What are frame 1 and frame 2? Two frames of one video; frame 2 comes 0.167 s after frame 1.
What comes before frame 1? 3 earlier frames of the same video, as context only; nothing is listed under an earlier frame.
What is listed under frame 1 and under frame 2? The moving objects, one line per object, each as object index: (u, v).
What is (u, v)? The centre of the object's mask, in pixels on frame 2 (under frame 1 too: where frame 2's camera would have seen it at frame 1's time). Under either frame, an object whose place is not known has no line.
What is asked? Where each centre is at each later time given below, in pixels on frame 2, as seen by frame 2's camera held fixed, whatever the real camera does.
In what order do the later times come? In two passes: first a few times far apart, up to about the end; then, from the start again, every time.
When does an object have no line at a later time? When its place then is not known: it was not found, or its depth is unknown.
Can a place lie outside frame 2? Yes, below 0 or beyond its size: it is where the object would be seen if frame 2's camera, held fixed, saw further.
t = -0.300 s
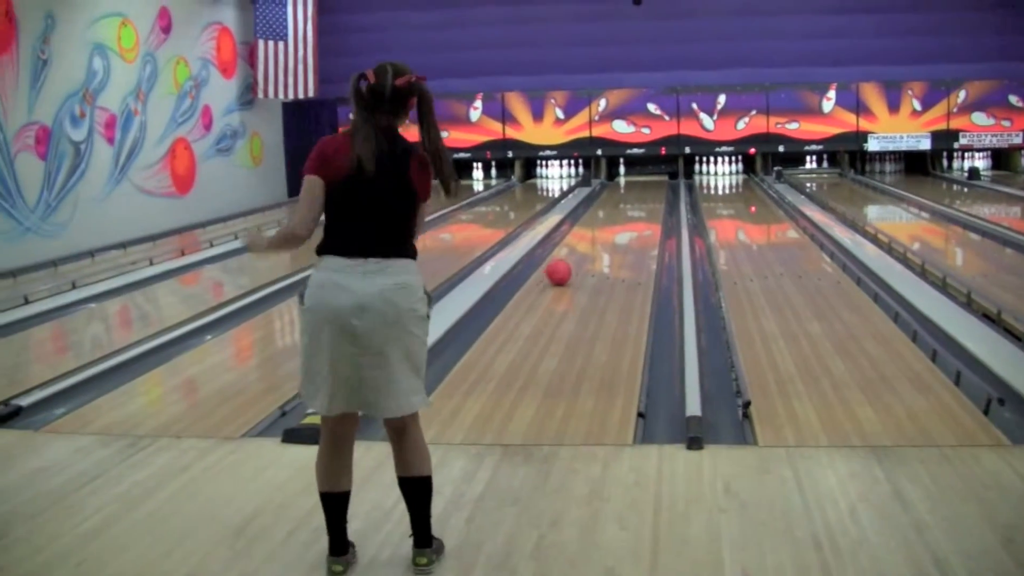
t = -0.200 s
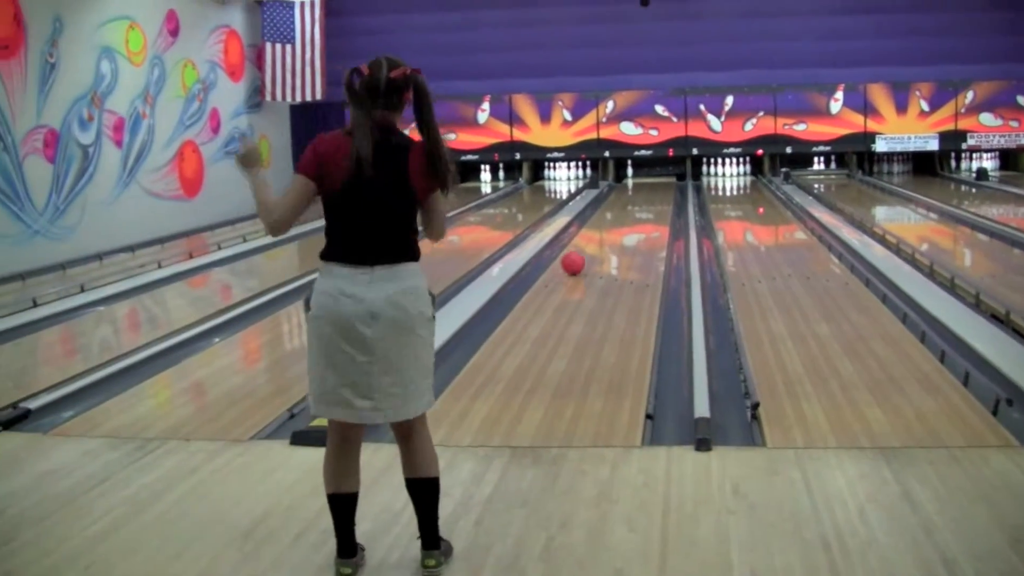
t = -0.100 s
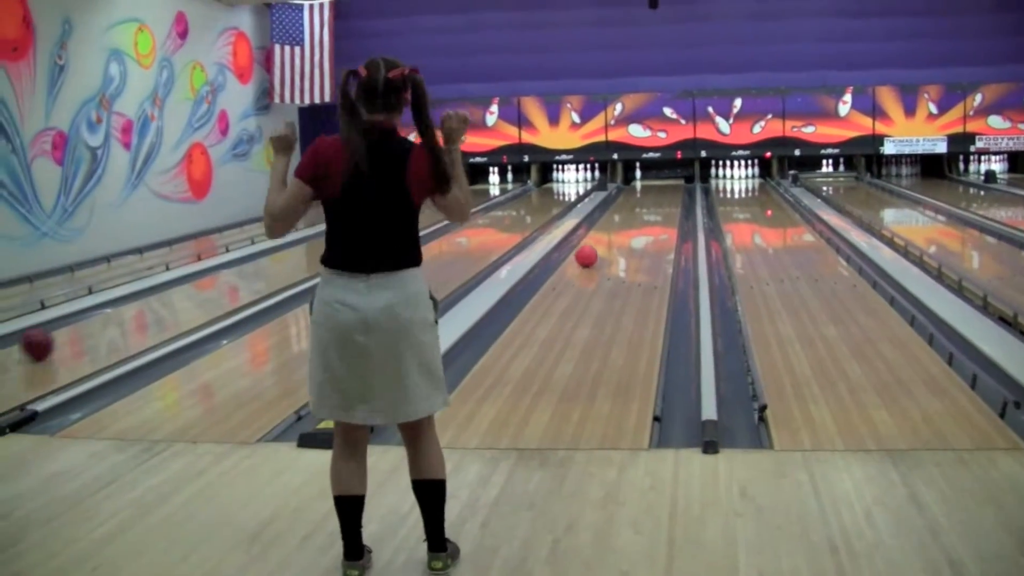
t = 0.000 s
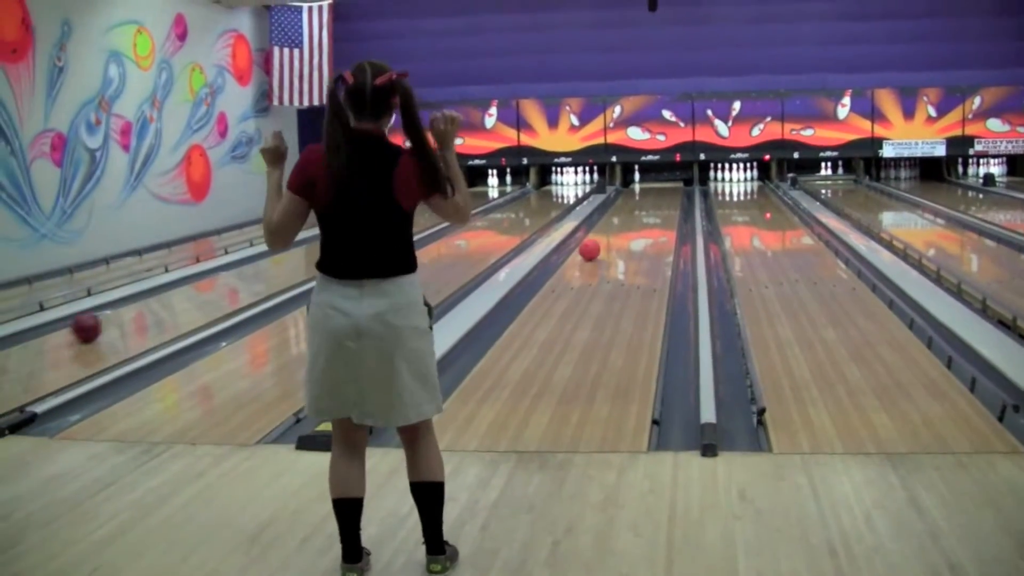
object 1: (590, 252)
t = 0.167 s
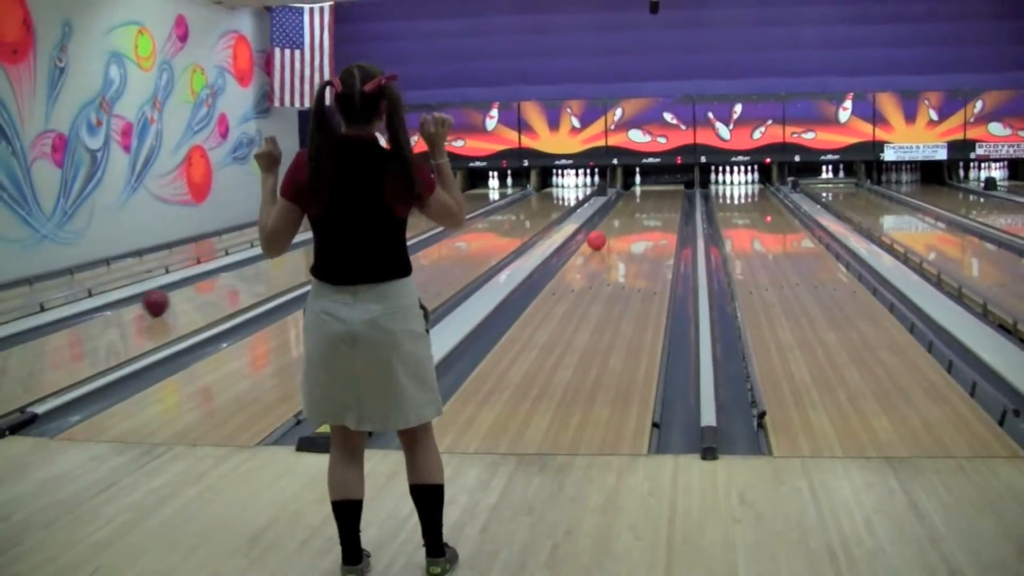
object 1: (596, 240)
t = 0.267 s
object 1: (600, 234)
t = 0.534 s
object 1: (606, 221)
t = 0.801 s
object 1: (611, 211)
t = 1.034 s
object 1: (613, 204)
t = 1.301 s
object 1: (613, 199)
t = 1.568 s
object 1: (616, 196)
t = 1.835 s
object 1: (622, 191)
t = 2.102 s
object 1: (625, 187)
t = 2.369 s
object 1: (628, 186)
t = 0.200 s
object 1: (598, 239)
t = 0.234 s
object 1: (599, 236)
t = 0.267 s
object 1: (600, 234)
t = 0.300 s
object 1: (601, 233)
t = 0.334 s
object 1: (602, 230)
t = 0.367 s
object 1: (602, 229)
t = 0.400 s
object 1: (603, 227)
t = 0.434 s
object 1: (604, 225)
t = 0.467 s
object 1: (604, 223)
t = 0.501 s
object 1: (606, 222)
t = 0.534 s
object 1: (606, 221)
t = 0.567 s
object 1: (607, 219)
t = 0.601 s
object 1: (607, 218)
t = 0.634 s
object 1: (608, 216)
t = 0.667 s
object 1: (608, 215)
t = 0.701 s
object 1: (609, 214)
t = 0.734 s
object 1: (609, 213)
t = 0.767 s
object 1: (611, 212)
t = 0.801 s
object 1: (611, 211)
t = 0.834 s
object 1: (612, 210)
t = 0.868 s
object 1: (612, 208)
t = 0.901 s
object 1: (612, 207)
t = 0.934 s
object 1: (612, 206)
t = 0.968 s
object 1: (612, 206)
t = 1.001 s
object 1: (613, 204)
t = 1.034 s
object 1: (613, 204)
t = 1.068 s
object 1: (614, 203)
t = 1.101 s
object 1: (614, 202)
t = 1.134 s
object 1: (614, 201)
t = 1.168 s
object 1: (614, 200)
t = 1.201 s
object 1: (614, 200)
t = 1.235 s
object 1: (614, 199)
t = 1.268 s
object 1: (614, 199)
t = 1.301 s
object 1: (613, 199)
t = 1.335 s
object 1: (613, 200)
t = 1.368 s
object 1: (613, 199)
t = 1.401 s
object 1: (614, 198)
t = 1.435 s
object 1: (615, 197)
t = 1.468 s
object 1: (616, 197)
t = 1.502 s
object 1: (616, 196)
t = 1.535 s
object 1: (616, 196)
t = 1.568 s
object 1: (616, 196)
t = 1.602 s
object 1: (617, 195)
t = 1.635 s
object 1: (618, 195)
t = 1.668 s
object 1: (618, 194)
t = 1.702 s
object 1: (619, 193)
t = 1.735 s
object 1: (620, 193)
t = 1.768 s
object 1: (621, 192)
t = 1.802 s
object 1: (621, 191)
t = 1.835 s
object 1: (622, 191)
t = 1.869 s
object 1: (623, 190)
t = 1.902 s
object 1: (622, 190)
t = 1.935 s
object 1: (623, 190)
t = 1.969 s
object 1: (623, 189)
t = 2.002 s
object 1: (624, 188)
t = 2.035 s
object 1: (625, 188)
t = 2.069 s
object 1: (625, 187)
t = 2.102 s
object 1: (625, 187)
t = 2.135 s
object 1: (626, 187)
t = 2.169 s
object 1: (627, 187)
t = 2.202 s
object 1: (627, 187)
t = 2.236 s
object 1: (627, 187)
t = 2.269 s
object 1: (627, 187)
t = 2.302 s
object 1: (628, 187)
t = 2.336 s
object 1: (628, 187)
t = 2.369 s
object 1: (628, 186)
